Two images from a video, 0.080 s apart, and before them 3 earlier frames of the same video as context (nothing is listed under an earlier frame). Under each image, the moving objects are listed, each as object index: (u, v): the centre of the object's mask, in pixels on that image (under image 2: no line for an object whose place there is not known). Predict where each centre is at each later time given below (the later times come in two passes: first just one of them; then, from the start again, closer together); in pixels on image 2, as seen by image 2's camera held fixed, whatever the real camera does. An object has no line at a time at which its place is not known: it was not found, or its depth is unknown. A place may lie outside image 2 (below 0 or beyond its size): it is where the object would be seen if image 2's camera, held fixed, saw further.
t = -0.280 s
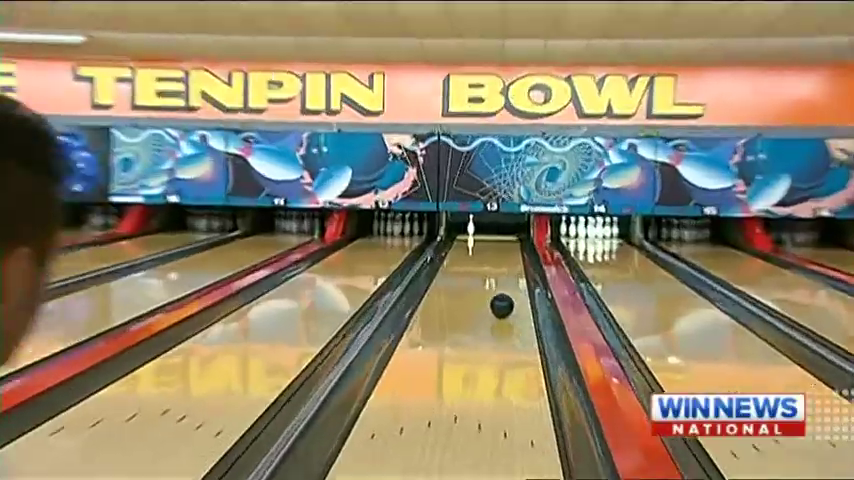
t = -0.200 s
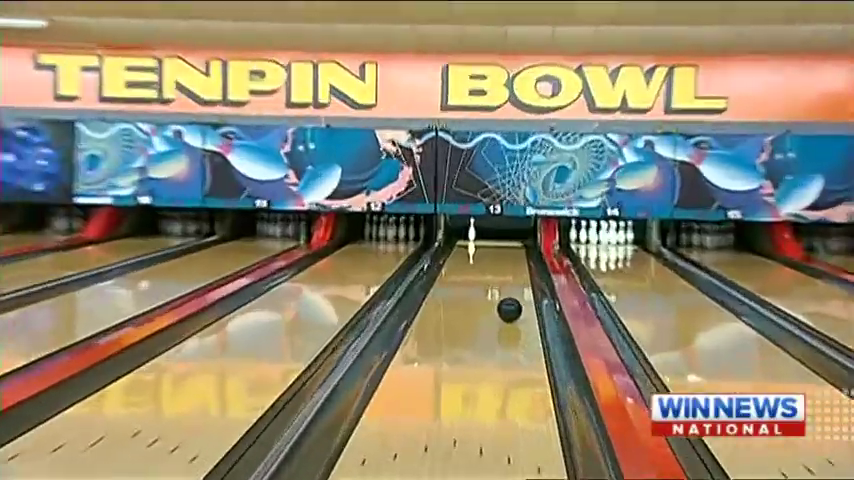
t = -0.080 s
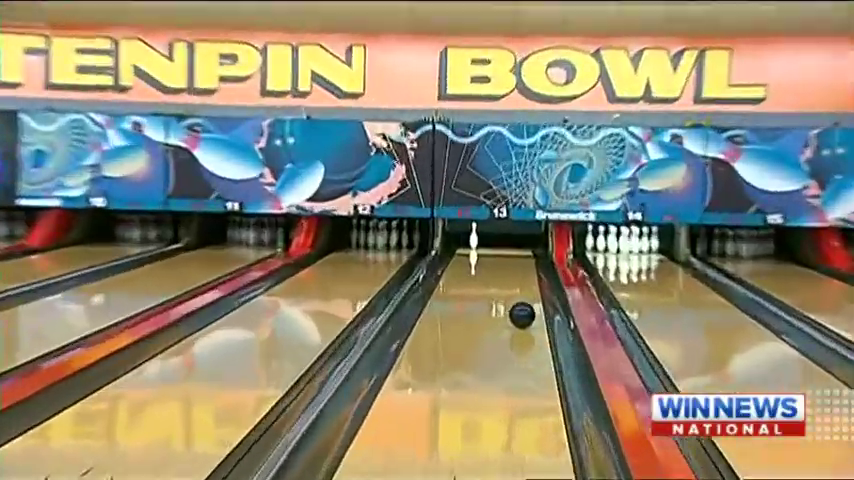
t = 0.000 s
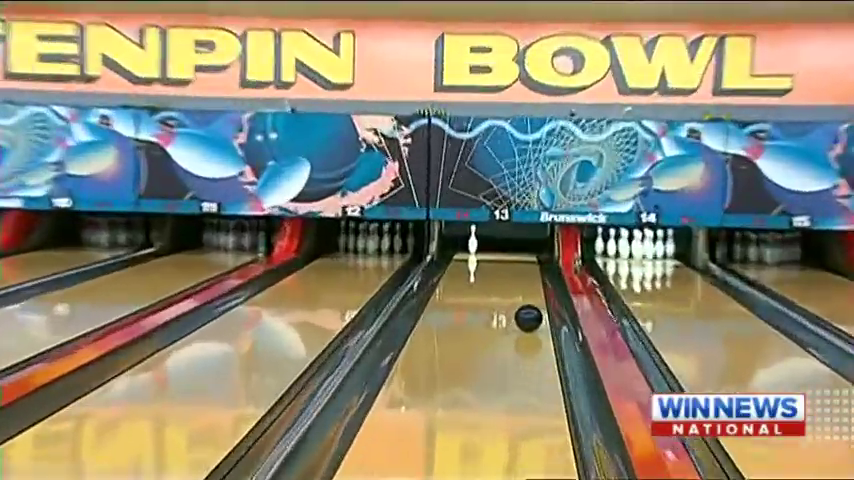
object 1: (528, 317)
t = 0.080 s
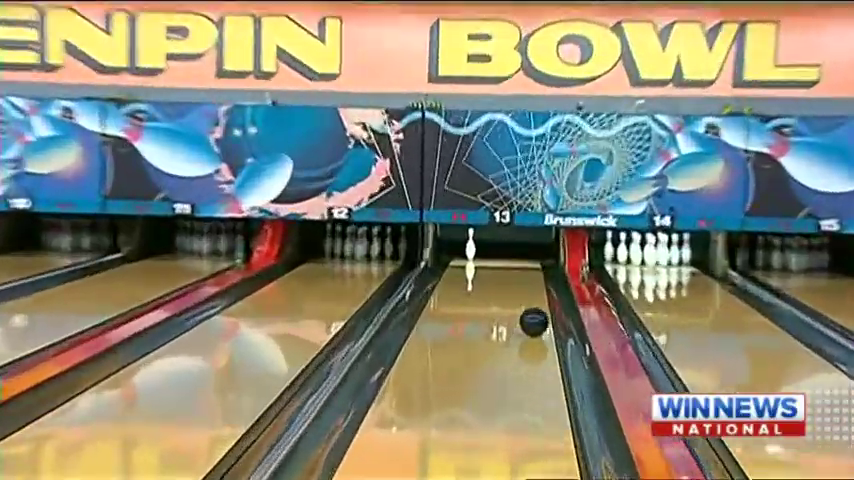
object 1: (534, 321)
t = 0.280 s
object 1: (536, 302)
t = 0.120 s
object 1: (534, 317)
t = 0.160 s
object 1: (535, 314)
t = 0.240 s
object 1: (535, 306)
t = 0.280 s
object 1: (536, 302)
